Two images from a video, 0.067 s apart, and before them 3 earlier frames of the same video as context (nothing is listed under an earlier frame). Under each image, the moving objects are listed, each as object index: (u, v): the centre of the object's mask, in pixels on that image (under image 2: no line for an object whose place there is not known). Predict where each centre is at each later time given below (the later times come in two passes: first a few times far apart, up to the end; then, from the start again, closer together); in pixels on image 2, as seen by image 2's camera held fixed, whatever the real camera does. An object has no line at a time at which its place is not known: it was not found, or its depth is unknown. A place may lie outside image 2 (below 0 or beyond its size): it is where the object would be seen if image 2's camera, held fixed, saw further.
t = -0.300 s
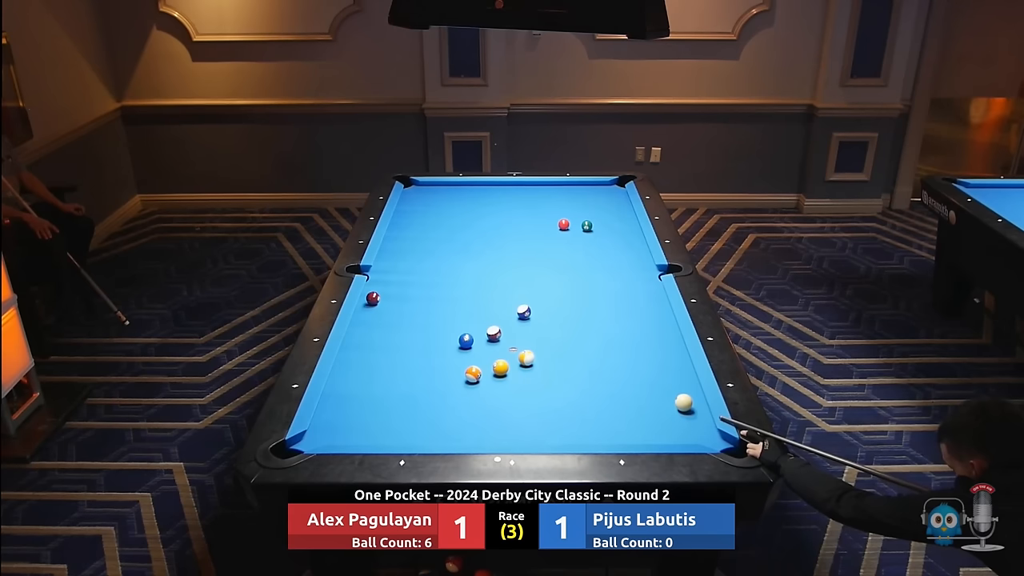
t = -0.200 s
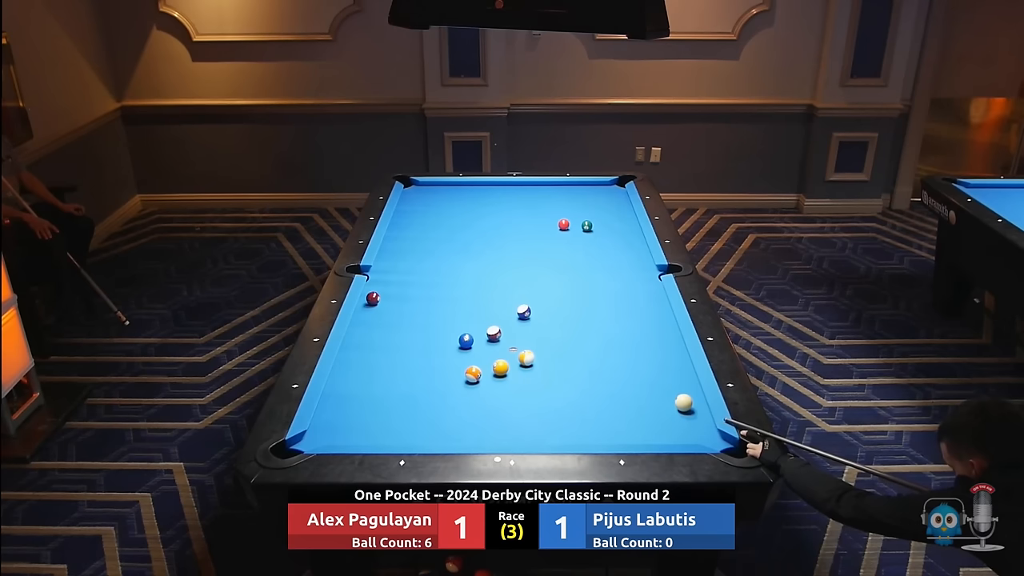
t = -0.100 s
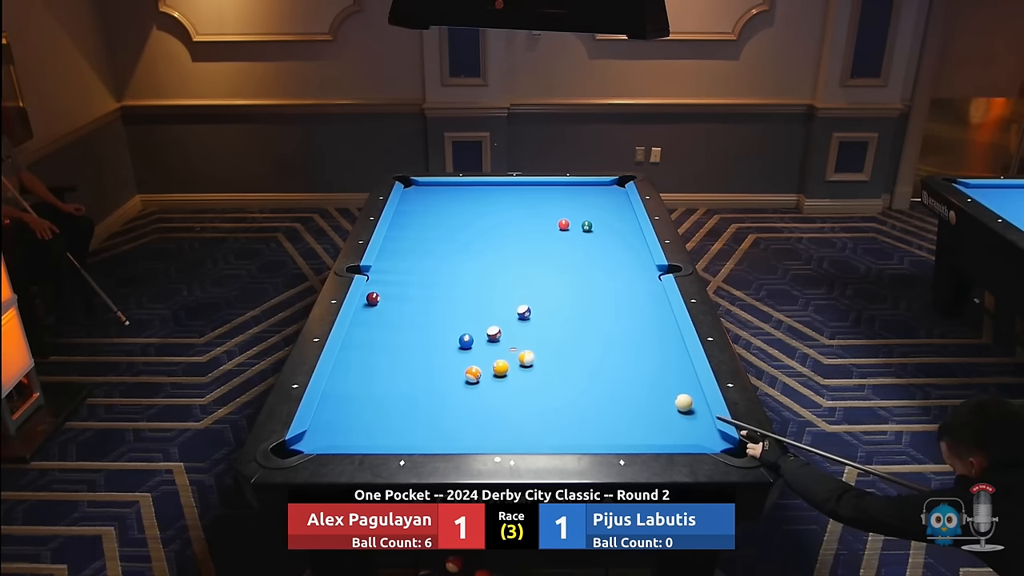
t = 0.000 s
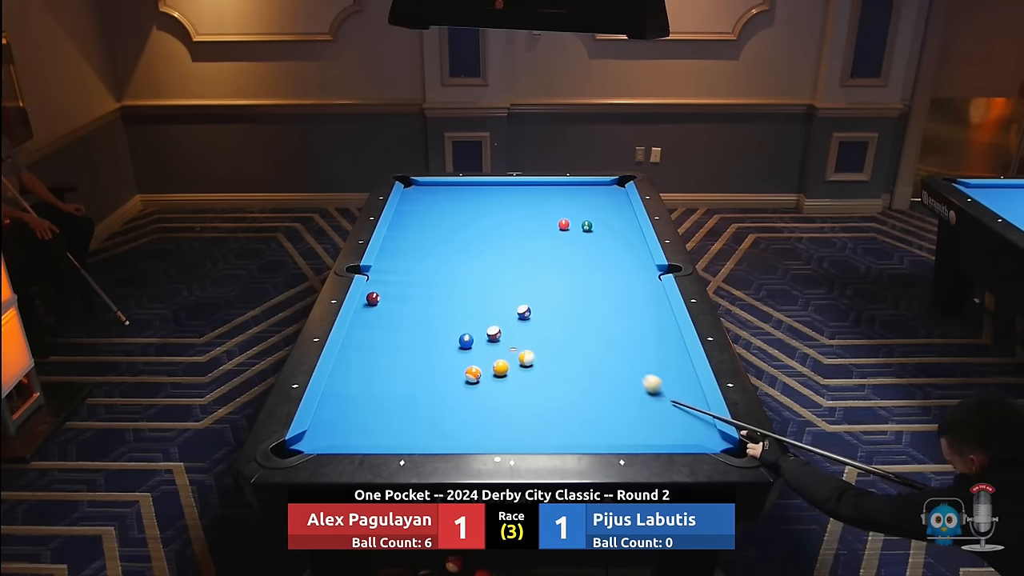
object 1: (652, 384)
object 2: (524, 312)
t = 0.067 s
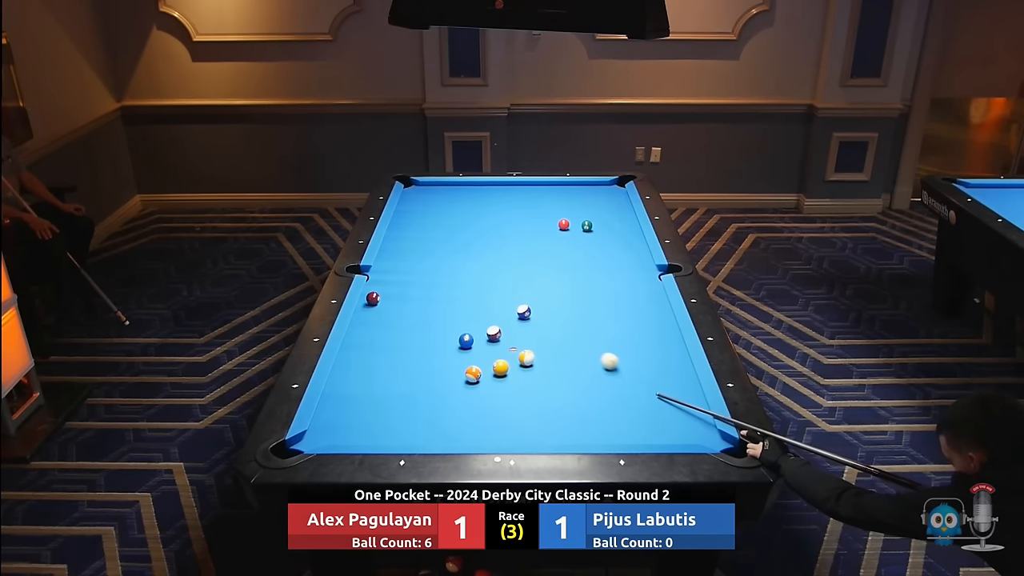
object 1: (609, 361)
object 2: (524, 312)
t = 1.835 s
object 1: (373, 330)
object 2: (458, 207)
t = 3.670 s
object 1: (405, 336)
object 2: (557, 287)
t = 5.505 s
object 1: (414, 336)
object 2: (678, 380)
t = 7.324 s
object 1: (414, 336)
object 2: (682, 437)
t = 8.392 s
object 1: (414, 336)
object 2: (678, 433)
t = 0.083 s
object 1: (599, 356)
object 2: (524, 312)
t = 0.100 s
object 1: (590, 350)
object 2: (524, 312)
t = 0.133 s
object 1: (572, 341)
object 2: (524, 312)
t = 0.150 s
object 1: (564, 336)
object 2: (524, 312)
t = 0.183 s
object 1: (548, 327)
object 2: (524, 312)
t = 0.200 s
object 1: (540, 323)
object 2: (524, 312)
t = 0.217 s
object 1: (532, 318)
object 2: (523, 311)
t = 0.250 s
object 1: (526, 318)
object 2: (515, 305)
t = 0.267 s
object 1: (524, 318)
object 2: (511, 301)
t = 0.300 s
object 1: (521, 319)
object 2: (502, 293)
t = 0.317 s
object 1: (519, 319)
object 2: (498, 290)
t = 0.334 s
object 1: (517, 319)
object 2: (493, 287)
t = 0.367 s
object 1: (513, 319)
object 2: (486, 280)
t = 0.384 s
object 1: (512, 319)
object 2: (482, 277)
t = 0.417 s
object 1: (508, 319)
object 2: (475, 271)
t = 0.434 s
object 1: (506, 320)
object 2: (471, 268)
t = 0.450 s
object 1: (504, 320)
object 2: (469, 266)
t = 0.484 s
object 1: (501, 320)
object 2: (463, 260)
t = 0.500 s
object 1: (499, 320)
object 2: (460, 258)
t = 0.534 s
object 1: (496, 320)
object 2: (454, 253)
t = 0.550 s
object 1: (494, 320)
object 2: (451, 251)
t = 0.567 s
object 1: (492, 320)
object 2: (448, 248)
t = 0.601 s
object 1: (488, 320)
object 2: (444, 244)
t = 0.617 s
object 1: (487, 321)
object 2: (441, 242)
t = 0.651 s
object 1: (483, 321)
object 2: (436, 239)
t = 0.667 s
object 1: (482, 322)
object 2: (434, 236)
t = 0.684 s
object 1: (480, 322)
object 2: (432, 235)
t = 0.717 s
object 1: (477, 322)
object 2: (428, 230)
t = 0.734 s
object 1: (475, 322)
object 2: (426, 229)
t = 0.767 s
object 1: (472, 323)
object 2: (421, 225)
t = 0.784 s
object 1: (470, 323)
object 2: (419, 224)
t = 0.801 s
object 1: (468, 323)
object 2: (418, 222)
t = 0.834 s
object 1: (465, 323)
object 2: (413, 218)
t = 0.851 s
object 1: (463, 323)
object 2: (411, 217)
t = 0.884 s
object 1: (460, 323)
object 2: (407, 213)
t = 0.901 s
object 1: (458, 324)
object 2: (406, 212)
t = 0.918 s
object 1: (457, 324)
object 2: (404, 210)
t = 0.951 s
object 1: (453, 324)
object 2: (400, 207)
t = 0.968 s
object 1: (452, 324)
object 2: (403, 206)
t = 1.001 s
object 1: (448, 324)
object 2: (408, 202)
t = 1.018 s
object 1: (447, 324)
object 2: (409, 202)
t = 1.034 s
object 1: (445, 325)
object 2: (412, 200)
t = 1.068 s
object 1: (442, 325)
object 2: (416, 198)
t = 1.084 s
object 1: (440, 325)
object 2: (417, 197)
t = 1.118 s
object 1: (437, 325)
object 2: (421, 194)
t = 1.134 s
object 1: (435, 325)
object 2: (422, 193)
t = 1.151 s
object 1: (434, 326)
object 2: (423, 192)
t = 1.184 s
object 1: (431, 326)
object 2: (426, 189)
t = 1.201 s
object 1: (429, 326)
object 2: (428, 188)
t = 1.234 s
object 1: (426, 326)
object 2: (430, 187)
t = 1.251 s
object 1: (425, 326)
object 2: (432, 185)
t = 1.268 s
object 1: (423, 326)
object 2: (433, 184)
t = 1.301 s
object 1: (420, 326)
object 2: (435, 185)
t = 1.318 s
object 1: (418, 326)
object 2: (435, 186)
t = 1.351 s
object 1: (415, 327)
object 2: (436, 187)
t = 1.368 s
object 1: (414, 327)
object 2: (437, 188)
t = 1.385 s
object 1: (412, 327)
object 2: (438, 189)
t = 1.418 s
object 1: (409, 327)
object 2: (439, 190)
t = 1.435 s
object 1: (408, 327)
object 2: (440, 191)
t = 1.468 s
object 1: (405, 327)
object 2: (442, 192)
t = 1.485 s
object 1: (403, 328)
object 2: (443, 193)
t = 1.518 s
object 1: (400, 328)
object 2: (444, 194)
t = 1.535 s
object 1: (399, 328)
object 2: (445, 195)
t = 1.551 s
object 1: (397, 328)
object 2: (445, 196)
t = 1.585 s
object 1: (394, 328)
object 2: (447, 197)
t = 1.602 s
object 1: (393, 328)
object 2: (447, 198)
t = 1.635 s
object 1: (390, 328)
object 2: (449, 199)
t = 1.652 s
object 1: (389, 329)
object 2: (450, 199)
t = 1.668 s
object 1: (387, 329)
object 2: (451, 200)
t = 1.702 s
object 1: (384, 329)
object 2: (452, 201)
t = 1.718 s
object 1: (383, 329)
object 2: (453, 202)
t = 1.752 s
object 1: (380, 329)
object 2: (455, 203)
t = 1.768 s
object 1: (378, 329)
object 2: (455, 204)
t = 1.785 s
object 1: (377, 329)
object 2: (456, 205)
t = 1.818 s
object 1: (374, 329)
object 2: (457, 206)
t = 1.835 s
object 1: (373, 330)
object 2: (458, 207)
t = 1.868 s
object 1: (370, 330)
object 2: (460, 208)
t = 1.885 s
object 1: (369, 330)
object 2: (461, 208)
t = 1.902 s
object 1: (368, 330)
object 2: (462, 209)
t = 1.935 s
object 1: (365, 330)
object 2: (463, 211)
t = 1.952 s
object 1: (364, 330)
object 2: (464, 211)
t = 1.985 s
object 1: (361, 331)
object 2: (466, 213)
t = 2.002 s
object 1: (360, 330)
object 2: (466, 213)
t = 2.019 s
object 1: (358, 331)
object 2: (467, 214)
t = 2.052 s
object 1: (356, 331)
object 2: (468, 216)
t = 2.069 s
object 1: (354, 331)
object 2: (469, 216)
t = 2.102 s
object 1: (354, 331)
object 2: (471, 217)
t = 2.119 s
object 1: (355, 331)
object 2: (472, 218)
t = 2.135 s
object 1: (356, 331)
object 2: (473, 219)
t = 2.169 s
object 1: (358, 331)
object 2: (475, 220)
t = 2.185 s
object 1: (358, 331)
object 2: (475, 221)
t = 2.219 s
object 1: (360, 331)
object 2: (477, 222)
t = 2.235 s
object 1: (361, 331)
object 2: (478, 223)
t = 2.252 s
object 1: (361, 331)
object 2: (478, 223)
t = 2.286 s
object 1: (362, 331)
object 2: (480, 225)
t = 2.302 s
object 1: (363, 331)
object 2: (481, 226)
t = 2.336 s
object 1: (365, 332)
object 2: (483, 227)
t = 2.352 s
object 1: (366, 332)
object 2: (483, 228)
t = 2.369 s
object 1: (366, 332)
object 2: (484, 228)
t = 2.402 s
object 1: (367, 332)
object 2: (486, 230)
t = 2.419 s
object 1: (368, 332)
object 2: (487, 230)
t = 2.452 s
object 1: (369, 332)
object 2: (489, 232)
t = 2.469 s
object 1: (370, 332)
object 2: (489, 233)
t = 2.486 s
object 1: (371, 332)
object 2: (490, 233)
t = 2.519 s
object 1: (372, 332)
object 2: (492, 235)
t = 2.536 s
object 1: (373, 332)
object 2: (493, 235)
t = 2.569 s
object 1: (374, 332)
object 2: (495, 237)
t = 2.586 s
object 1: (375, 333)
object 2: (495, 238)
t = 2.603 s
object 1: (375, 333)
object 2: (496, 239)
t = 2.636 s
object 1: (377, 333)
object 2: (498, 240)
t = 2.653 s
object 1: (377, 333)
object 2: (499, 240)
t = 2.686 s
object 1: (378, 333)
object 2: (501, 242)
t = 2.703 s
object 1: (379, 333)
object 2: (502, 243)
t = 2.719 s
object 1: (379, 333)
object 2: (503, 244)
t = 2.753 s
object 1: (381, 333)
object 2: (505, 245)
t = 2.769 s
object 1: (381, 333)
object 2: (505, 246)
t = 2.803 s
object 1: (382, 334)
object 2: (507, 247)
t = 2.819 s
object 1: (383, 334)
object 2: (508, 248)
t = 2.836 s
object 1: (383, 334)
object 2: (509, 249)
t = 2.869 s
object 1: (385, 334)
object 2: (512, 251)
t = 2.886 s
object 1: (386, 334)
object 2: (513, 252)
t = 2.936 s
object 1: (387, 334)
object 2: (514, 253)
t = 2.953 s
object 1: (387, 334)
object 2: (516, 254)
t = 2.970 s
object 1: (388, 334)
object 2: (516, 255)
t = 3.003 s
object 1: (389, 334)
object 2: (518, 256)
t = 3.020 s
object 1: (389, 334)
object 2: (519, 257)
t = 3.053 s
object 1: (390, 334)
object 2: (521, 258)
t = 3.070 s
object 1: (391, 334)
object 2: (522, 259)
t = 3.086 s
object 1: (391, 334)
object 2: (523, 260)
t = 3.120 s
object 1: (392, 334)
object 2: (525, 261)
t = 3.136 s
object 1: (393, 334)
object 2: (526, 262)
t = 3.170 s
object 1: (393, 335)
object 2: (527, 264)
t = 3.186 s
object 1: (394, 335)
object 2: (528, 265)
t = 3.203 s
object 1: (394, 335)
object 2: (530, 265)
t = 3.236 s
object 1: (395, 335)
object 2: (531, 267)
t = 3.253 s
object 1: (395, 335)
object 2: (532, 268)
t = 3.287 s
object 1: (396, 335)
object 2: (534, 269)
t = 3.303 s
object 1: (397, 335)
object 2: (535, 270)
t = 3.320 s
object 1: (397, 335)
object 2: (536, 271)
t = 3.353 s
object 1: (398, 335)
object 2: (538, 272)
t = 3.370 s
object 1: (398, 335)
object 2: (539, 273)
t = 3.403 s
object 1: (399, 335)
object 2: (541, 274)
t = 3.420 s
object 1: (399, 335)
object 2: (542, 275)
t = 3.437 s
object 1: (400, 335)
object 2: (543, 276)
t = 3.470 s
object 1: (401, 335)
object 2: (545, 278)
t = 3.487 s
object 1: (401, 335)
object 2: (546, 279)
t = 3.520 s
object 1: (402, 336)
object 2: (548, 280)
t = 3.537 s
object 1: (402, 336)
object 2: (549, 281)
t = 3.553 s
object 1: (402, 336)
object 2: (550, 282)
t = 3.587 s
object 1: (403, 336)
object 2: (552, 283)
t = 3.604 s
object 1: (403, 336)
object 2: (553, 284)
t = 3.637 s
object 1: (404, 336)
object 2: (555, 286)
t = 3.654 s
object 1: (405, 335)
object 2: (556, 286)
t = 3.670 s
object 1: (405, 336)
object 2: (557, 287)
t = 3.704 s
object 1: (405, 336)
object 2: (559, 289)
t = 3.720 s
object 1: (406, 336)
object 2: (560, 289)
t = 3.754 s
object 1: (406, 336)
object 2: (562, 291)
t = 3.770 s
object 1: (406, 336)
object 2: (563, 292)
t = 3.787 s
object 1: (406, 336)
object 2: (564, 293)
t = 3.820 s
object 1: (407, 336)
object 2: (566, 295)
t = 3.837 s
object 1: (407, 336)
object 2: (567, 295)
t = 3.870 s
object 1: (408, 336)
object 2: (569, 297)
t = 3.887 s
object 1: (408, 336)
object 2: (570, 297)
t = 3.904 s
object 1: (408, 336)
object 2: (572, 298)
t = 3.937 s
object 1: (409, 336)
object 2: (574, 300)
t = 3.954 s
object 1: (409, 336)
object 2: (575, 301)
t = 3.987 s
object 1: (410, 336)
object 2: (578, 303)
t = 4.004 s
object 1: (410, 336)
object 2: (579, 304)
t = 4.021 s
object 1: (410, 336)
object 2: (580, 305)
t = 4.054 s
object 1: (410, 336)
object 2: (582, 306)
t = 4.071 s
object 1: (410, 336)
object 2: (583, 307)
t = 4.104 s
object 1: (411, 336)
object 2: (585, 309)
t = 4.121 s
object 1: (411, 336)
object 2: (586, 310)
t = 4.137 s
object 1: (411, 336)
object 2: (587, 311)
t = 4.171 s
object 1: (411, 336)
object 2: (589, 312)
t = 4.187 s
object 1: (412, 336)
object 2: (591, 313)
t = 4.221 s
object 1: (412, 336)
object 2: (593, 315)
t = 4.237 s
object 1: (412, 336)
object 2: (594, 316)
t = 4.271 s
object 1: (412, 336)
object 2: (596, 317)
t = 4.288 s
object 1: (412, 336)
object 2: (597, 318)
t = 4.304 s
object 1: (413, 336)
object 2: (598, 319)
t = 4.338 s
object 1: (413, 336)
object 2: (600, 321)
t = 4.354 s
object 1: (413, 336)
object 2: (602, 321)
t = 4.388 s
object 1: (413, 336)
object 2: (604, 323)
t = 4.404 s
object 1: (413, 336)
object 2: (604, 324)
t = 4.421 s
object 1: (413, 336)
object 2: (606, 325)
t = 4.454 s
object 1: (413, 336)
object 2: (608, 326)
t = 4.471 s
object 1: (414, 336)
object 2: (609, 327)
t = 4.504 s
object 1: (414, 336)
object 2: (611, 329)
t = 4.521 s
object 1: (414, 336)
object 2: (612, 330)
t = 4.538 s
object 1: (414, 336)
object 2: (614, 331)
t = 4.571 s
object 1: (414, 336)
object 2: (616, 332)
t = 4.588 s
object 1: (414, 336)
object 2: (617, 333)
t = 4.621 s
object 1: (414, 336)
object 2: (619, 335)
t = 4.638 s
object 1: (414, 336)
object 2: (620, 336)
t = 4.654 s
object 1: (414, 336)
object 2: (621, 336)
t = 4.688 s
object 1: (414, 336)
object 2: (625, 339)
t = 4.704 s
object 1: (414, 336)
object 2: (626, 340)
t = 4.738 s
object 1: (414, 336)
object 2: (628, 341)
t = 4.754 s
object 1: (414, 336)
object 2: (629, 342)
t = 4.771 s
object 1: (414, 336)
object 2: (630, 343)
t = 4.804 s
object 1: (414, 336)
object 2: (632, 345)
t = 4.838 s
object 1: (414, 336)
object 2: (633, 345)
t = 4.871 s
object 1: (414, 336)
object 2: (635, 347)
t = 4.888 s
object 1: (414, 336)
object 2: (636, 348)
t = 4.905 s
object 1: (414, 336)
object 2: (637, 349)
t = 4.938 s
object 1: (414, 336)
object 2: (640, 351)
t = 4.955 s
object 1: (414, 336)
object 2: (641, 352)
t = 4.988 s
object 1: (414, 336)
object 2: (643, 353)
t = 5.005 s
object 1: (414, 336)
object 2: (644, 354)
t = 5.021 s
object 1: (414, 336)
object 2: (645, 355)
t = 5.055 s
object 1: (414, 336)
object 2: (647, 357)
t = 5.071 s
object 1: (414, 336)
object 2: (649, 358)
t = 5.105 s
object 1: (414, 336)
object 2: (651, 359)
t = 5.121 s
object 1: (414, 336)
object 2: (652, 360)
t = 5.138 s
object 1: (414, 336)
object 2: (653, 361)
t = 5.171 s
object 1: (414, 336)
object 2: (657, 364)
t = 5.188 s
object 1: (414, 336)
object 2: (658, 365)
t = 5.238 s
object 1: (414, 336)
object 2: (659, 366)
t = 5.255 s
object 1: (414, 336)
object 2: (660, 366)
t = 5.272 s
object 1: (414, 336)
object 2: (661, 367)
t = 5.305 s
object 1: (414, 336)
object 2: (664, 369)
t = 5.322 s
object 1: (414, 336)
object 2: (665, 370)
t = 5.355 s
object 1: (414, 336)
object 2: (667, 371)
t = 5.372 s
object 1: (414, 336)
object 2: (669, 373)
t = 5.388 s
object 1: (414, 336)
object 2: (669, 374)
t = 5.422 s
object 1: (414, 336)
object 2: (672, 375)
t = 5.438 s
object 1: (414, 336)
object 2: (673, 376)
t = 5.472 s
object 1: (414, 336)
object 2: (676, 379)
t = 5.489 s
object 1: (414, 336)
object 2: (677, 379)
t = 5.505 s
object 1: (414, 336)
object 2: (678, 380)
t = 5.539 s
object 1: (414, 336)
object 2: (680, 382)
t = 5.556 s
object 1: (414, 336)
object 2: (681, 383)
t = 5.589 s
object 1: (414, 336)
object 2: (683, 384)
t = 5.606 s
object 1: (414, 336)
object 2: (685, 385)
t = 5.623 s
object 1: (414, 336)
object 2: (686, 386)
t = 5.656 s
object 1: (414, 336)
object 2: (688, 388)
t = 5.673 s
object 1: (414, 336)
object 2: (689, 388)
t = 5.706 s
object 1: (414, 336)
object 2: (691, 390)
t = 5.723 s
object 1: (414, 336)
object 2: (692, 391)
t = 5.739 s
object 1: (414, 336)
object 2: (693, 392)
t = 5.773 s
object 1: (414, 336)
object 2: (695, 394)
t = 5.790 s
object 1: (414, 336)
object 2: (694, 395)
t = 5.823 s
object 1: (414, 336)
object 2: (694, 396)
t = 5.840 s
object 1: (414, 336)
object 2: (694, 397)
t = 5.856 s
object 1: (414, 336)
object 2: (694, 397)
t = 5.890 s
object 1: (414, 336)
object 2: (693, 399)
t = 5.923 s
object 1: (414, 336)
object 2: (693, 399)
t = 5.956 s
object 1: (414, 336)
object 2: (693, 400)
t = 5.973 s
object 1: (414, 336)
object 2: (693, 401)
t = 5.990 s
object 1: (414, 336)
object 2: (692, 401)
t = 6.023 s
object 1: (414, 336)
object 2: (692, 403)
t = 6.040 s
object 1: (414, 336)
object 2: (692, 403)
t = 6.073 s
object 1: (414, 336)
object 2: (691, 405)
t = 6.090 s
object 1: (414, 336)
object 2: (691, 405)
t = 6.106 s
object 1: (414, 336)
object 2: (691, 406)
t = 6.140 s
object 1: (414, 336)
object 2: (691, 407)
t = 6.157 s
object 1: (414, 336)
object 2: (690, 408)
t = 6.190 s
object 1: (414, 336)
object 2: (690, 410)
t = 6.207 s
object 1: (414, 336)
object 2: (690, 410)
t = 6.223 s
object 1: (414, 336)
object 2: (690, 411)
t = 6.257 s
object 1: (414, 336)
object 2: (690, 412)
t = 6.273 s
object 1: (414, 336)
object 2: (689, 413)
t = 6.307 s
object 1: (414, 336)
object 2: (689, 414)
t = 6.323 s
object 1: (414, 336)
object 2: (689, 414)
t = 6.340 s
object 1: (414, 336)
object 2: (689, 415)
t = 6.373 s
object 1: (414, 336)
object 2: (689, 416)
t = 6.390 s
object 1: (414, 336)
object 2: (688, 416)
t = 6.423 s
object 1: (414, 336)
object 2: (688, 417)
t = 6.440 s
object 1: (414, 336)
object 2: (688, 418)
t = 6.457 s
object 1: (414, 336)
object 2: (688, 418)
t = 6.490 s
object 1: (414, 336)
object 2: (688, 420)
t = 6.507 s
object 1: (414, 336)
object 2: (687, 420)
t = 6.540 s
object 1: (414, 336)
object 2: (687, 421)
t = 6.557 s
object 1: (414, 336)
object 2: (687, 422)
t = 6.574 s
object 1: (414, 336)
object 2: (687, 422)
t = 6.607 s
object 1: (414, 336)
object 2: (687, 424)
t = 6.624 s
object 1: (414, 336)
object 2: (687, 425)
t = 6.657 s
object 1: (414, 336)
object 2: (686, 426)
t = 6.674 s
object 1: (414, 336)
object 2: (686, 426)
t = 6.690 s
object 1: (414, 336)
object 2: (686, 427)
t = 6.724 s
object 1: (414, 336)
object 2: (686, 428)
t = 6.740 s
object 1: (414, 336)
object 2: (686, 429)
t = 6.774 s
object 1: (414, 336)
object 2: (686, 429)
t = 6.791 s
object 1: (414, 336)
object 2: (685, 430)
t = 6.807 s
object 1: (414, 336)
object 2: (685, 430)
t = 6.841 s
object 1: (414, 336)
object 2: (685, 431)
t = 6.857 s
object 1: (414, 336)
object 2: (685, 431)
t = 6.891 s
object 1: (414, 336)
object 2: (685, 432)
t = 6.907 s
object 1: (414, 336)
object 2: (685, 433)
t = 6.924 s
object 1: (414, 336)
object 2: (685, 433)
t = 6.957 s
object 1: (414, 336)
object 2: (685, 434)
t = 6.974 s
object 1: (414, 336)
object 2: (685, 434)
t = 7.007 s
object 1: (414, 336)
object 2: (684, 435)
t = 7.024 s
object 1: (414, 336)
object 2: (684, 435)
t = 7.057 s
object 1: (414, 336)
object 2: (684, 436)
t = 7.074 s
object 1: (414, 336)
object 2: (684, 437)
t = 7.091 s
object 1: (414, 336)
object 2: (683, 437)
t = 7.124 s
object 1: (414, 336)
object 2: (683, 437)
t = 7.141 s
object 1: (414, 336)
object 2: (683, 438)
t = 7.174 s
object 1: (414, 336)
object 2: (683, 438)
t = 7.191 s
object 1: (414, 336)
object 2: (683, 438)
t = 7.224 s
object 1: (414, 336)
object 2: (683, 438)
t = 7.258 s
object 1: (414, 336)
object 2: (682, 438)
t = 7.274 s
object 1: (414, 336)
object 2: (682, 438)
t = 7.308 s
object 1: (414, 336)
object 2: (682, 437)
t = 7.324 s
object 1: (414, 336)
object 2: (682, 437)
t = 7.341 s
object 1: (414, 336)
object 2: (681, 437)
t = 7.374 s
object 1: (414, 336)
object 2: (681, 437)
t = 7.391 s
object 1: (414, 336)
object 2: (681, 437)
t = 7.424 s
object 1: (414, 336)
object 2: (681, 437)
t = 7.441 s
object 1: (414, 336)
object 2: (681, 436)
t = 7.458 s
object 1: (414, 336)
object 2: (680, 436)
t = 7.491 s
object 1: (414, 336)
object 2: (680, 436)
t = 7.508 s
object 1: (414, 336)
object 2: (680, 436)
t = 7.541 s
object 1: (414, 336)
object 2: (680, 436)
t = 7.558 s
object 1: (414, 336)
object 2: (679, 435)
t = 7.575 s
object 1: (414, 336)
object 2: (679, 435)
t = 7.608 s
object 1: (414, 336)
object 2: (679, 435)
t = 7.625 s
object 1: (414, 336)
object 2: (679, 435)
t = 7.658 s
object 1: (414, 336)
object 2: (679, 434)
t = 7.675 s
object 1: (414, 336)
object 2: (678, 434)
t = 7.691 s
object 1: (414, 336)
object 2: (678, 434)
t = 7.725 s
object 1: (414, 336)
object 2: (678, 434)
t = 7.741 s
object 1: (414, 336)
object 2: (678, 434)
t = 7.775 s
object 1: (414, 336)
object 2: (678, 434)
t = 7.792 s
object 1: (414, 336)
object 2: (678, 434)
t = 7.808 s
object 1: (414, 336)
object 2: (678, 434)
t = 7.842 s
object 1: (414, 336)
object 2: (678, 433)
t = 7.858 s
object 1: (414, 336)
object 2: (678, 434)
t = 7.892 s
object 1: (414, 336)
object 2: (678, 433)
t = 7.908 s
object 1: (414, 336)
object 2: (678, 433)
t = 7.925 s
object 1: (414, 336)
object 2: (678, 433)
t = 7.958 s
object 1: (414, 336)
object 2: (678, 433)
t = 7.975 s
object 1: (414, 336)
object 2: (678, 433)
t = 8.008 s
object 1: (414, 336)
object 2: (678, 433)
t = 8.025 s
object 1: (414, 336)
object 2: (678, 433)
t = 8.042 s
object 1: (414, 336)
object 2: (678, 433)
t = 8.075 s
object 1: (414, 336)
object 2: (678, 433)
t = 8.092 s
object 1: (414, 336)
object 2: (678, 433)
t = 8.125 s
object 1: (414, 336)
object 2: (678, 433)
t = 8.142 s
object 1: (414, 336)
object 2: (678, 433)
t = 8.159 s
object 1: (414, 336)
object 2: (678, 433)
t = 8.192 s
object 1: (414, 336)
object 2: (678, 433)
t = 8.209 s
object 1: (414, 336)
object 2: (678, 433)
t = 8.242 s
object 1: (414, 336)
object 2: (678, 433)
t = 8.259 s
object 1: (414, 336)
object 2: (678, 433)
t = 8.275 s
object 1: (414, 336)
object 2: (678, 433)
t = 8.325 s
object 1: (414, 336)
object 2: (678, 433)
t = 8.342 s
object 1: (414, 336)
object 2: (678, 433)
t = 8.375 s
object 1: (414, 336)
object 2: (678, 433)
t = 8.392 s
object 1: (414, 336)
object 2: (678, 433)
